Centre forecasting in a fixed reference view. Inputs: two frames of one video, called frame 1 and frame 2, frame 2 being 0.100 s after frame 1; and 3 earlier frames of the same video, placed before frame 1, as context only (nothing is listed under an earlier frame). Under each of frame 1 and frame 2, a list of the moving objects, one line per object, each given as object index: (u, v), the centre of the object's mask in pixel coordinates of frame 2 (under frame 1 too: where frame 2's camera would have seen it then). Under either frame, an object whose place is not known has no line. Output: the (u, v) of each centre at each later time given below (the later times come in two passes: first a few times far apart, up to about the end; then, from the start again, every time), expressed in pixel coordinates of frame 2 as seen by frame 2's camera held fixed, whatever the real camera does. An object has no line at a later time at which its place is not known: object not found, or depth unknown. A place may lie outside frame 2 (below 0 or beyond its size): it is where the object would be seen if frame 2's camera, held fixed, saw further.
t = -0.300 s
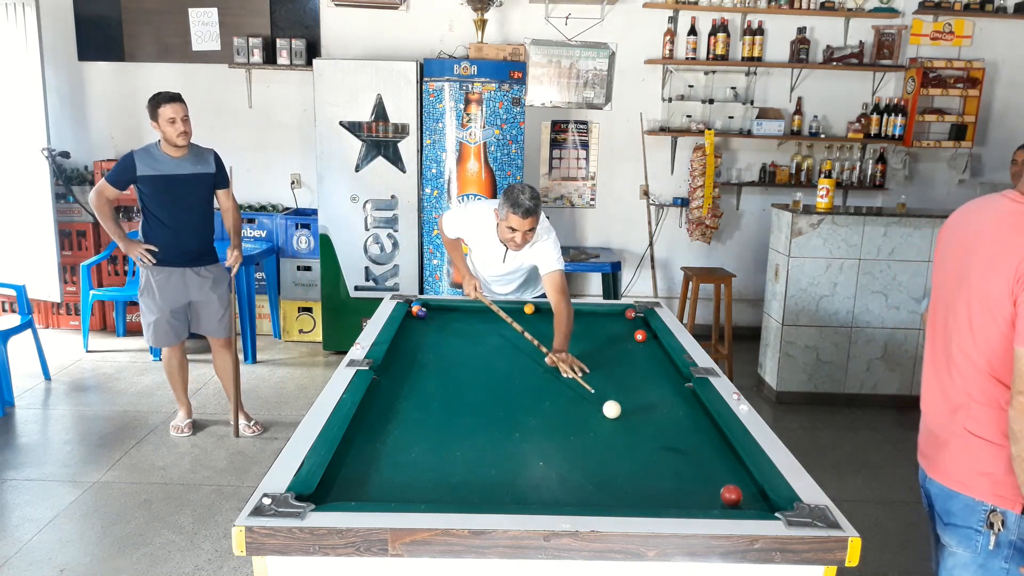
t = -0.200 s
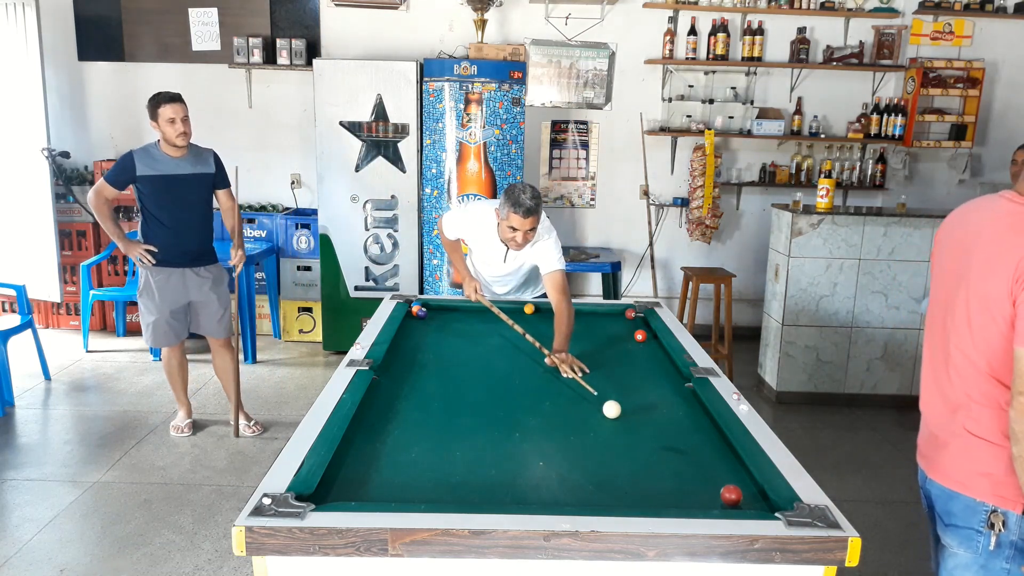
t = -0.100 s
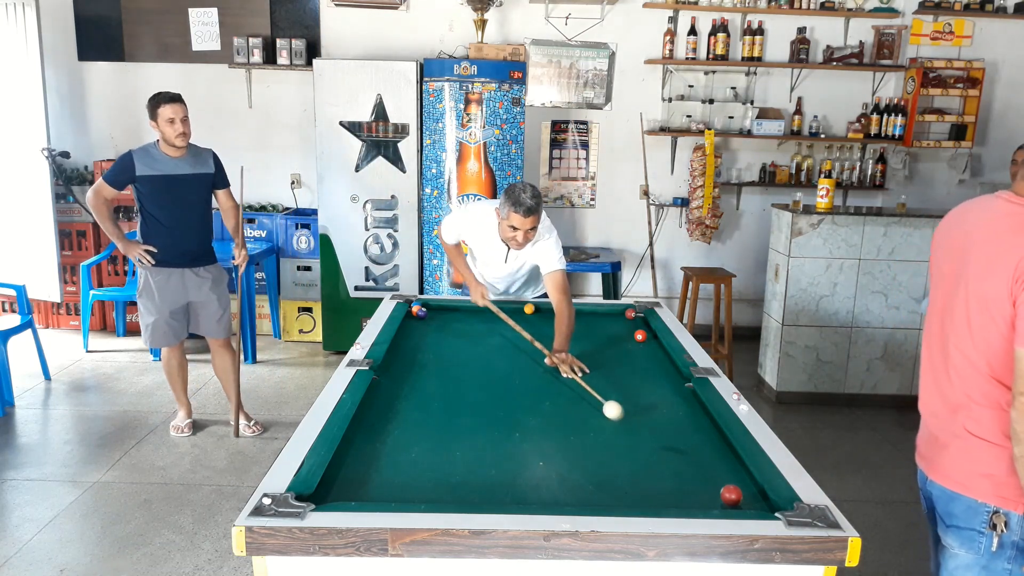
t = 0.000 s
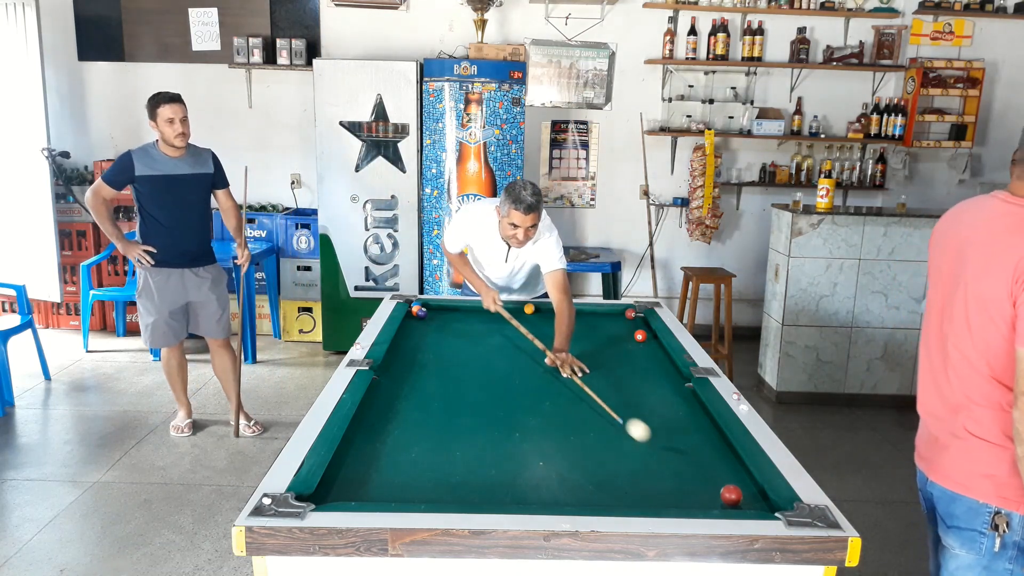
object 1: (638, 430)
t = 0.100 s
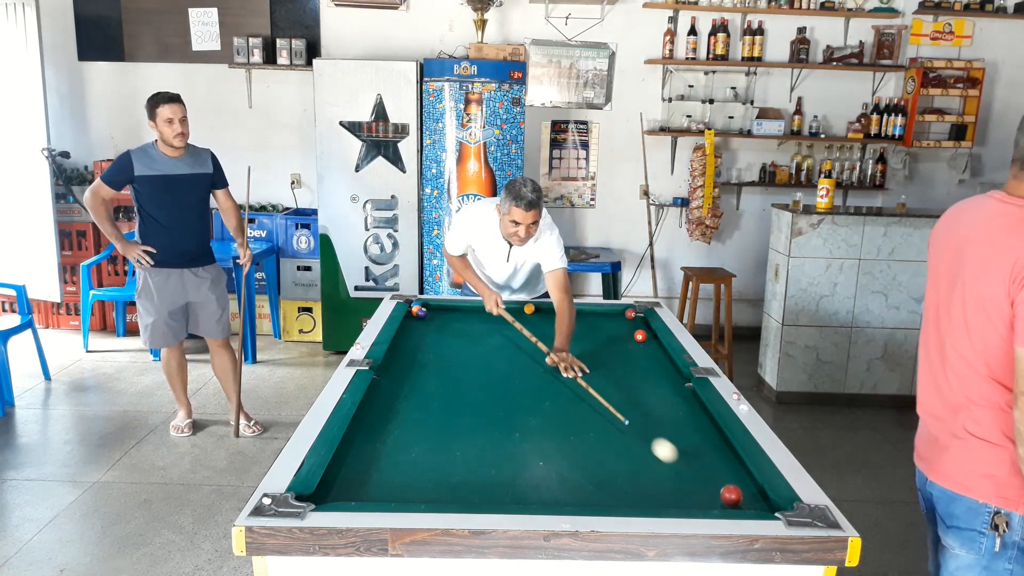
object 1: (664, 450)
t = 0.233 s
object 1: (704, 480)
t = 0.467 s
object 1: (702, 501)
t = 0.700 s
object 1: (676, 485)
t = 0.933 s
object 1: (653, 467)
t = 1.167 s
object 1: (633, 452)
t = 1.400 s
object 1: (615, 439)
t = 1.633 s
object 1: (599, 428)
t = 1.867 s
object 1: (585, 418)
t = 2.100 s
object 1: (573, 410)
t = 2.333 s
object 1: (562, 403)
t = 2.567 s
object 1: (553, 397)
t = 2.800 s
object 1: (545, 392)
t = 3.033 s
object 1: (538, 387)
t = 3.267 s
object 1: (532, 384)
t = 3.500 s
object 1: (527, 381)
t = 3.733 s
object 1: (524, 379)
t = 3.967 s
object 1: (521, 377)
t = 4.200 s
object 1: (519, 376)
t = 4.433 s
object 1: (519, 375)
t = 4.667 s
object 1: (519, 376)
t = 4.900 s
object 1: (519, 376)
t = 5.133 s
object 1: (519, 376)
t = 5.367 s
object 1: (519, 376)
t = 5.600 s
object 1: (519, 376)
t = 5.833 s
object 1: (519, 375)
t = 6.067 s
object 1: (519, 376)
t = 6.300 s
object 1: (519, 376)
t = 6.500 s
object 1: (519, 376)
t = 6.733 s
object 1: (519, 376)
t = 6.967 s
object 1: (519, 376)
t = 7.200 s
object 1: (519, 376)
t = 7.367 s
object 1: (519, 376)
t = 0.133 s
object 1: (674, 457)
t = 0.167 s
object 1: (683, 465)
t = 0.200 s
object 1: (693, 473)
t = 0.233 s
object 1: (704, 480)
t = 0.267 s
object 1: (710, 487)
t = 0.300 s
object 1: (708, 490)
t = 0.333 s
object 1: (707, 494)
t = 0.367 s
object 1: (707, 498)
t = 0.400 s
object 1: (707, 500)
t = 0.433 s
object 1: (706, 503)
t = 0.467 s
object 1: (702, 501)
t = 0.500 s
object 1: (698, 500)
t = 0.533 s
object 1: (694, 498)
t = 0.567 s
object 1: (691, 495)
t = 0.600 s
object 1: (687, 493)
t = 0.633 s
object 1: (683, 490)
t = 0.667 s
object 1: (680, 487)
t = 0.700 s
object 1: (676, 485)
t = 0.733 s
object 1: (673, 482)
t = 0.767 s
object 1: (669, 479)
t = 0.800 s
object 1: (666, 477)
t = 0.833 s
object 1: (663, 474)
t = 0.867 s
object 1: (659, 472)
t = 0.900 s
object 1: (656, 469)
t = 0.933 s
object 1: (653, 467)
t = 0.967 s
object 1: (650, 465)
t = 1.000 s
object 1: (647, 463)
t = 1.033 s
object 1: (644, 460)
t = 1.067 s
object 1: (641, 458)
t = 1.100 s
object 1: (638, 456)
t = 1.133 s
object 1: (636, 454)
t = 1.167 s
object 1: (633, 452)
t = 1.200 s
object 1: (630, 450)
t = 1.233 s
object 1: (628, 448)
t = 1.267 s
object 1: (625, 446)
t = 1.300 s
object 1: (622, 444)
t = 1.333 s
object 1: (620, 442)
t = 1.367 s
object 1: (617, 441)
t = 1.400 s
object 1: (615, 439)
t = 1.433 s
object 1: (613, 437)
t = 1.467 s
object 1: (610, 436)
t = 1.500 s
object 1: (608, 434)
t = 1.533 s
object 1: (606, 432)
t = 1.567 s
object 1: (603, 431)
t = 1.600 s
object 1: (601, 429)
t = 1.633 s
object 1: (599, 428)
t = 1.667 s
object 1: (597, 426)
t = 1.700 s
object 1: (595, 425)
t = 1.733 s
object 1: (593, 423)
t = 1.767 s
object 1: (591, 422)
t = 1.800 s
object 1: (589, 421)
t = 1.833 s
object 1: (587, 419)
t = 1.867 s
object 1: (585, 418)
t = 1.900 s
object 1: (583, 417)
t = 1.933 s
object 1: (582, 416)
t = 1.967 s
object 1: (580, 414)
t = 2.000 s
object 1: (578, 413)
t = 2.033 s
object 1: (576, 412)
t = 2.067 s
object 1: (575, 411)
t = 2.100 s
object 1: (573, 410)
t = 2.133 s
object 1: (571, 409)
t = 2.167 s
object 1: (570, 408)
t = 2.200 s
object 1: (568, 407)
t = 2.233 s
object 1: (567, 406)
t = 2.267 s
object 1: (565, 405)
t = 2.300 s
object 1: (564, 404)
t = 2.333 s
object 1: (562, 403)
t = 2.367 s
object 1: (561, 402)
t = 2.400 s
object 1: (559, 401)
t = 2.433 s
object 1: (558, 400)
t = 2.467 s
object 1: (557, 399)
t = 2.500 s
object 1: (555, 398)
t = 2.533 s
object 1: (554, 398)
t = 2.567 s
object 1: (553, 397)
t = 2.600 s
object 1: (552, 396)
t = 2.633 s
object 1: (550, 395)
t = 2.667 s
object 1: (549, 394)
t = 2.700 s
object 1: (548, 394)
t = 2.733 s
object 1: (547, 393)
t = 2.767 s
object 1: (546, 392)
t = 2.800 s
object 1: (545, 392)
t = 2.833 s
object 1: (543, 391)
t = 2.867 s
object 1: (542, 390)
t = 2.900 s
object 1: (541, 390)
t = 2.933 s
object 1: (540, 389)
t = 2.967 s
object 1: (540, 388)
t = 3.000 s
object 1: (539, 388)
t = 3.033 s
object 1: (538, 387)
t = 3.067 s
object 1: (537, 387)
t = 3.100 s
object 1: (536, 386)
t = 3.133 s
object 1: (535, 386)
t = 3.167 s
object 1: (534, 385)
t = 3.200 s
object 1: (534, 385)
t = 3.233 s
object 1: (533, 384)
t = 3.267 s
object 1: (532, 384)
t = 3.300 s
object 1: (531, 383)
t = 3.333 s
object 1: (531, 383)
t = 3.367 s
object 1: (530, 382)
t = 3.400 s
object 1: (529, 382)
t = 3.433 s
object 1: (529, 382)
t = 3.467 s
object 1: (528, 381)
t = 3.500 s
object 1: (527, 381)
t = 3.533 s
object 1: (527, 381)
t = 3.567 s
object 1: (526, 380)
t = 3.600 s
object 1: (526, 380)
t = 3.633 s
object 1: (525, 380)
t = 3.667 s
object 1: (525, 379)
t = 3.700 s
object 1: (524, 379)
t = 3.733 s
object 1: (524, 379)
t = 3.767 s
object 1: (523, 378)
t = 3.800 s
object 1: (523, 378)
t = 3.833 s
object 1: (522, 378)
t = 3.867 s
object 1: (522, 378)
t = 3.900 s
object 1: (522, 377)
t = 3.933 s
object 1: (521, 377)
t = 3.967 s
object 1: (521, 377)
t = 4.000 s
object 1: (520, 377)
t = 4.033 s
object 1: (520, 377)
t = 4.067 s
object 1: (520, 376)
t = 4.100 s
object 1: (519, 376)
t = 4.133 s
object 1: (519, 376)
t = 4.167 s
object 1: (519, 376)
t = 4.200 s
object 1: (519, 376)
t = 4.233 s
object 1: (519, 376)
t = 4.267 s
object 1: (518, 376)
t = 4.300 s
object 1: (518, 376)
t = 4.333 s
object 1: (518, 376)
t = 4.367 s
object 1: (518, 376)
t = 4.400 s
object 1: (518, 375)
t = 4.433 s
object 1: (519, 375)
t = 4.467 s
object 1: (519, 375)
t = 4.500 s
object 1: (519, 375)
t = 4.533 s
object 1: (519, 375)
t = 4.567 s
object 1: (519, 375)
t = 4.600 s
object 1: (519, 376)
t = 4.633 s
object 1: (519, 375)
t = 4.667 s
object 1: (519, 376)
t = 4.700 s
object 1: (519, 376)
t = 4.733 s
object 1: (519, 376)
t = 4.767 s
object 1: (519, 376)
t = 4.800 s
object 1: (519, 376)
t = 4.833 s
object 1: (519, 376)
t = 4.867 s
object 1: (519, 376)
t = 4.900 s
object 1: (519, 376)
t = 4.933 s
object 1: (519, 376)
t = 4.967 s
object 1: (519, 376)
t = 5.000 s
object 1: (519, 376)
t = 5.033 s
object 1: (519, 376)
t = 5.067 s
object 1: (519, 376)
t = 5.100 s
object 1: (519, 376)
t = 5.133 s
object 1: (519, 376)
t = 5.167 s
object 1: (519, 376)
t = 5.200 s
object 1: (519, 376)
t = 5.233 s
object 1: (519, 376)
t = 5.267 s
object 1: (519, 376)
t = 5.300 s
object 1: (519, 376)
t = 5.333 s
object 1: (519, 376)
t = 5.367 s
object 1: (519, 376)
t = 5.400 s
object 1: (519, 376)
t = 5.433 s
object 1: (519, 376)
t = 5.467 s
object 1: (519, 376)
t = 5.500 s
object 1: (519, 376)
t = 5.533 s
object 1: (519, 376)
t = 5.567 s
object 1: (519, 376)
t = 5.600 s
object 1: (519, 376)
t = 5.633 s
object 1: (519, 376)
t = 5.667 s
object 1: (519, 376)
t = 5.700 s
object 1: (519, 375)
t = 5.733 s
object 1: (519, 376)
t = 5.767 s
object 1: (519, 375)
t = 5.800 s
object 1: (519, 376)
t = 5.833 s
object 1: (519, 375)
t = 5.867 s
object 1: (519, 375)
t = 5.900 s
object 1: (519, 376)
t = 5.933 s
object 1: (519, 376)
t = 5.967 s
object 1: (519, 376)
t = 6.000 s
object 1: (519, 376)
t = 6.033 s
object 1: (519, 376)
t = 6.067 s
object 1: (519, 376)
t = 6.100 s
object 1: (519, 376)
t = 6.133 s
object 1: (519, 376)
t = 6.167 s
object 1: (519, 376)
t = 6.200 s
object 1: (519, 376)
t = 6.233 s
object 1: (519, 376)
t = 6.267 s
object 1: (519, 376)
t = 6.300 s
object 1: (519, 376)
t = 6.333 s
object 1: (519, 376)
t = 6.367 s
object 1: (519, 376)
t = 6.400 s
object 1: (519, 376)
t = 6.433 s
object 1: (519, 376)
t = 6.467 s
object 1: (519, 376)
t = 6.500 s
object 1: (519, 376)
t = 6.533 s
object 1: (519, 376)
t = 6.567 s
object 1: (519, 376)
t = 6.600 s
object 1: (519, 376)
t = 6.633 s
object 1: (519, 376)
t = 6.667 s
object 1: (519, 376)
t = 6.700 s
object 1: (519, 376)
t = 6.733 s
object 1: (519, 376)
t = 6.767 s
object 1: (519, 376)
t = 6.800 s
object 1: (519, 376)
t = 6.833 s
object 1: (519, 376)
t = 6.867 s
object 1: (519, 376)
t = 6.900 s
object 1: (519, 376)
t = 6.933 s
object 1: (519, 376)
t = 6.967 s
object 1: (519, 376)
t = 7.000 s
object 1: (519, 376)
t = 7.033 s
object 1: (519, 376)
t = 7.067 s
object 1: (519, 376)
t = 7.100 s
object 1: (519, 376)
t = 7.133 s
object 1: (519, 376)
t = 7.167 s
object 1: (519, 376)
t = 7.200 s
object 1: (519, 376)
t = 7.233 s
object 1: (519, 376)
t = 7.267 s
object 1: (519, 376)
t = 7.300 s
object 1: (519, 376)
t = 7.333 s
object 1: (519, 376)
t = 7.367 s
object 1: (519, 376)
